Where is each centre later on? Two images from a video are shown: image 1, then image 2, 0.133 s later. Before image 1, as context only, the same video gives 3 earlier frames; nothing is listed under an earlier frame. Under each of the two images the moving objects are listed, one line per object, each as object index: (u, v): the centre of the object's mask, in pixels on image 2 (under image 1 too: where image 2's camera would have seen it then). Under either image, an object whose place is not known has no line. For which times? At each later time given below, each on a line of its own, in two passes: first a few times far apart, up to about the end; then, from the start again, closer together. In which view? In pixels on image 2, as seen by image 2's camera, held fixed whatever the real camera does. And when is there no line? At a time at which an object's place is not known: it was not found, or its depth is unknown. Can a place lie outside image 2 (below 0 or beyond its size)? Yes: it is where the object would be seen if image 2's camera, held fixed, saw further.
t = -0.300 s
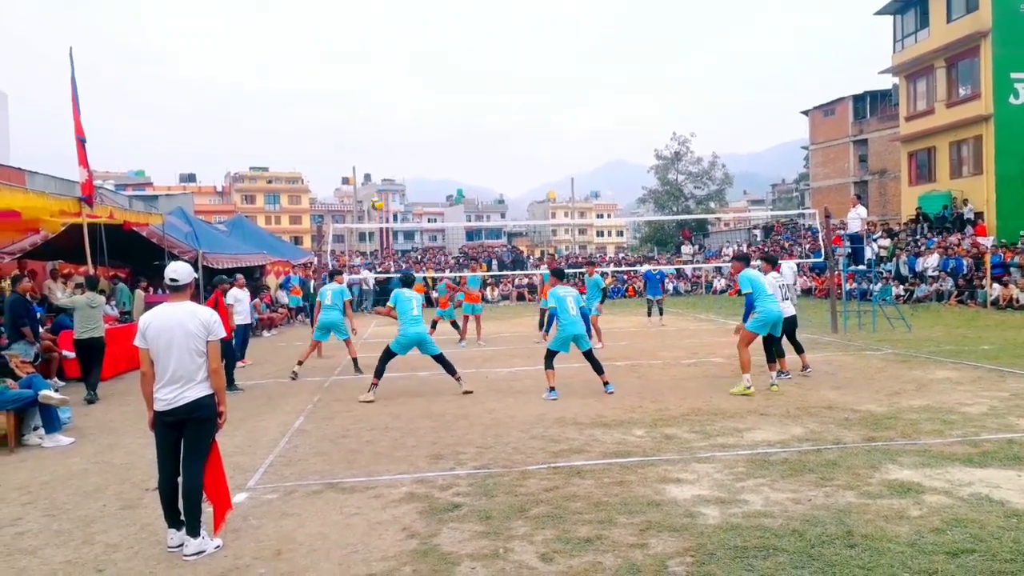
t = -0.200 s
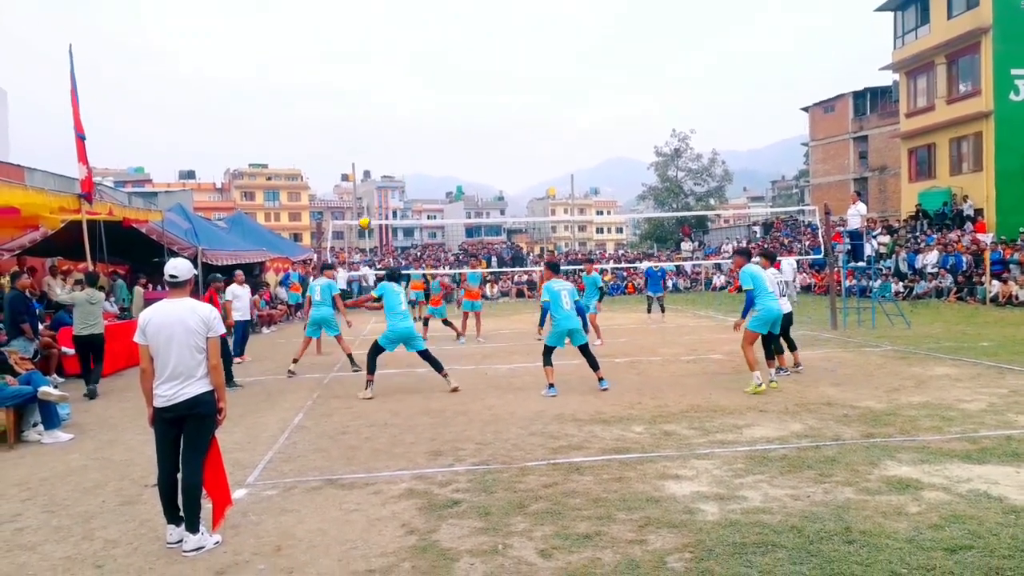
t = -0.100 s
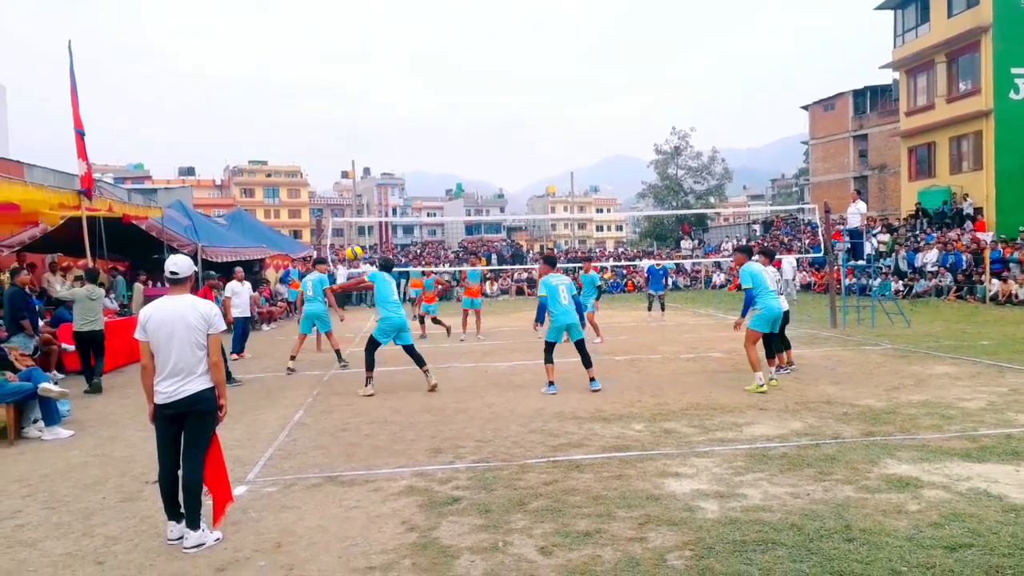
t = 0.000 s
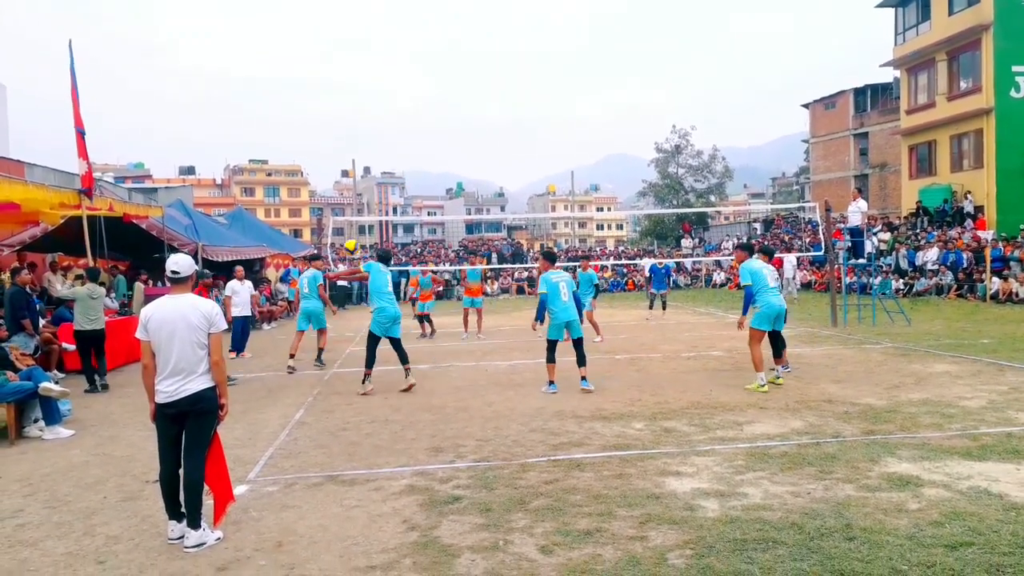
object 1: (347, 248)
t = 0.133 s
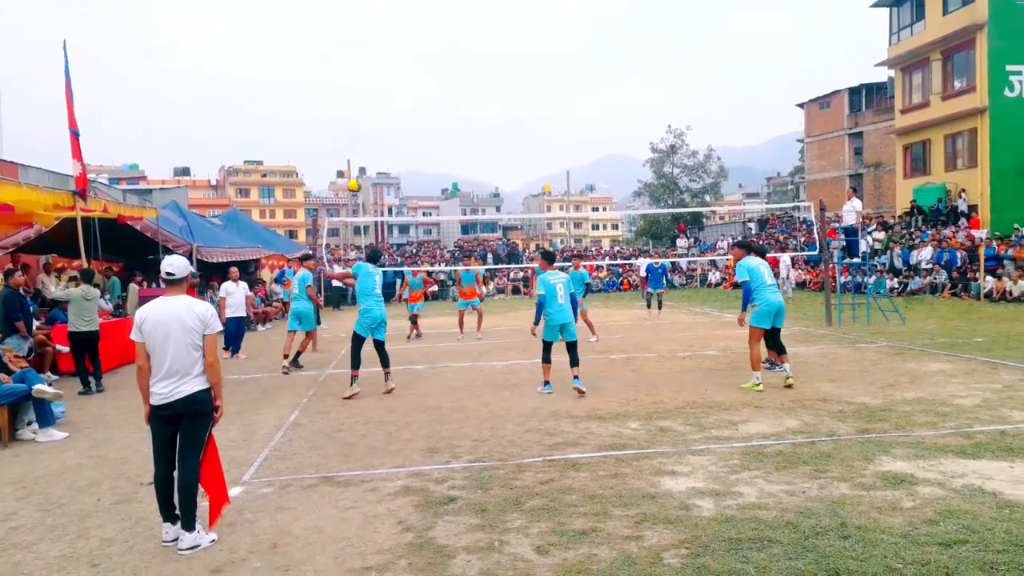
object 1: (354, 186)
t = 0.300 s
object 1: (363, 128)
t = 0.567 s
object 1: (380, 82)
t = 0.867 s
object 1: (401, 90)
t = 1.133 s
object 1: (421, 145)
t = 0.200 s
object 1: (357, 160)
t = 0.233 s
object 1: (360, 149)
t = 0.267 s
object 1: (362, 138)
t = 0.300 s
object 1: (363, 128)
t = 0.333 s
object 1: (366, 120)
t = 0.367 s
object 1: (368, 112)
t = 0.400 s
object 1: (369, 105)
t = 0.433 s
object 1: (372, 98)
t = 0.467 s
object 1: (374, 94)
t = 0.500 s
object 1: (376, 89)
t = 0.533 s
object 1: (378, 86)
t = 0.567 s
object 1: (380, 82)
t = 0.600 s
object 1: (383, 80)
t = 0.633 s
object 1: (386, 79)
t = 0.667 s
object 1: (388, 78)
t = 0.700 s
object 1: (390, 79)
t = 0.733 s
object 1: (392, 80)
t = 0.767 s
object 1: (394, 81)
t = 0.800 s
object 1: (397, 83)
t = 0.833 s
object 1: (399, 87)
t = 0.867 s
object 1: (401, 90)
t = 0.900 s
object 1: (404, 95)
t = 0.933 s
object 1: (406, 100)
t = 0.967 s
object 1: (409, 106)
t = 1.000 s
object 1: (411, 113)
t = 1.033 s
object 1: (413, 120)
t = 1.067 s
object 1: (416, 128)
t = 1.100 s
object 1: (419, 136)
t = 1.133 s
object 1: (421, 145)
